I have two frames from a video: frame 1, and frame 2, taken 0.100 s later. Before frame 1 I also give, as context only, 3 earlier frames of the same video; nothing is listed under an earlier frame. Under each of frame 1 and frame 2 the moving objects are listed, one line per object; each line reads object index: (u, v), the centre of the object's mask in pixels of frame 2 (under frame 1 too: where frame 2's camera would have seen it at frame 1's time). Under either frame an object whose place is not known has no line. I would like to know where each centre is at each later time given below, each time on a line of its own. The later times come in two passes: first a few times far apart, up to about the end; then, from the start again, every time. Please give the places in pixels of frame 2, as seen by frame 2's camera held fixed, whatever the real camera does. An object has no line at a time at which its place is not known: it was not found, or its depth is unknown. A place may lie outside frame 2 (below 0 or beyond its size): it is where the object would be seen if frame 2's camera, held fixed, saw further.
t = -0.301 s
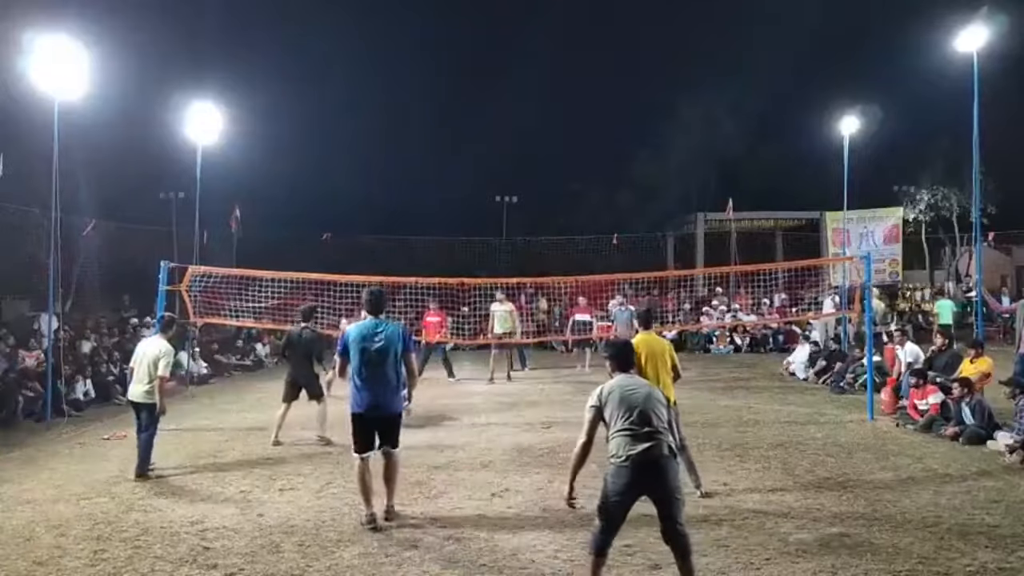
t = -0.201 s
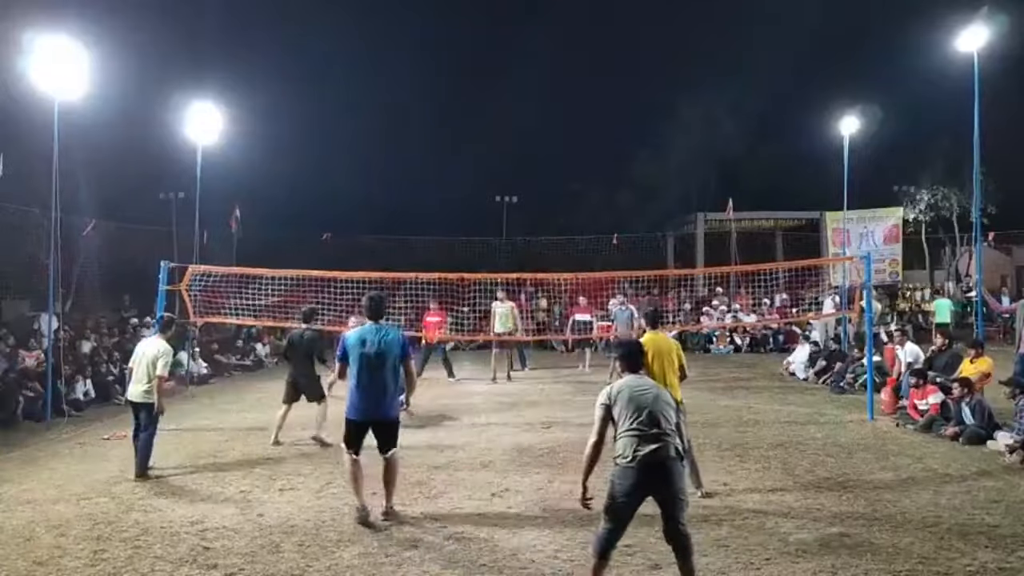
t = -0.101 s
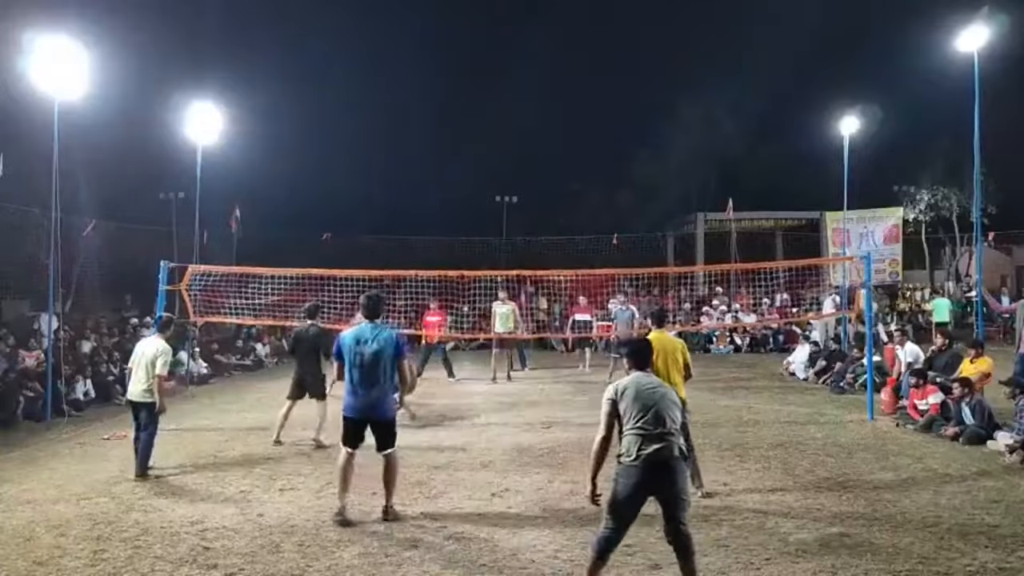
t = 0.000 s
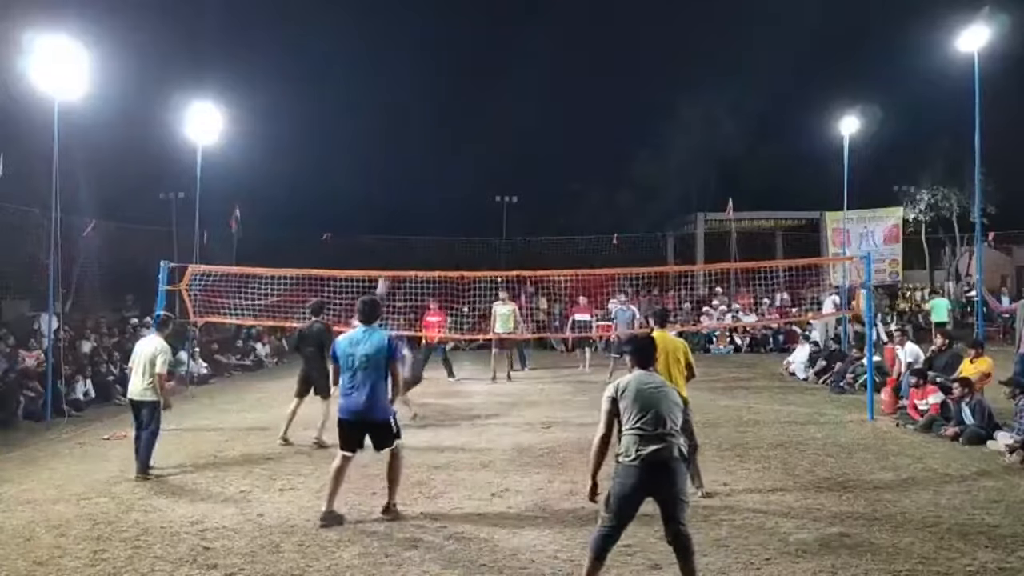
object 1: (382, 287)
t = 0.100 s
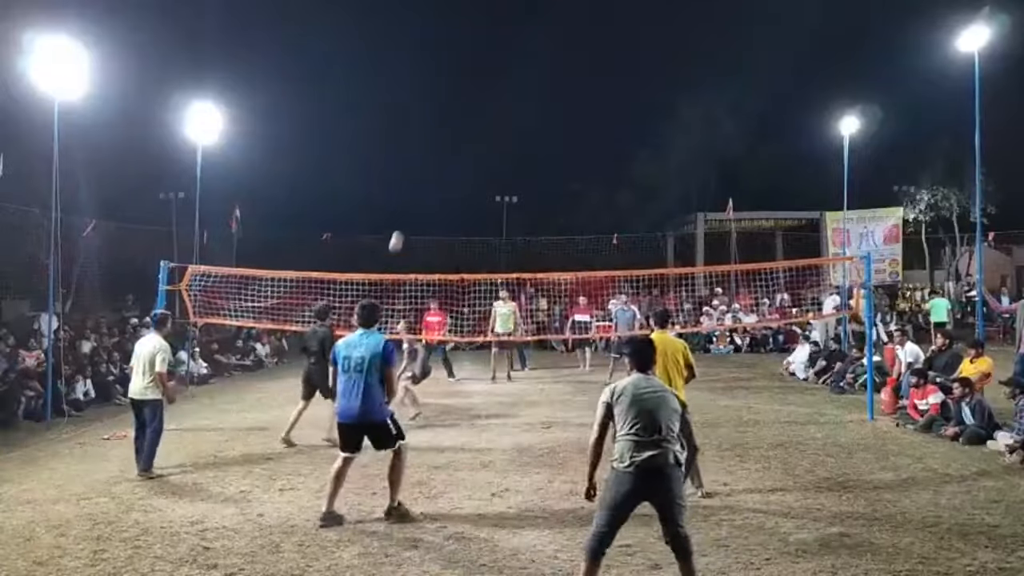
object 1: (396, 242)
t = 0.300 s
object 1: (428, 157)
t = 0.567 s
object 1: (482, 63)
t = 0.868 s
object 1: (568, 7)
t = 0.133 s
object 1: (401, 226)
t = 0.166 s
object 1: (406, 212)
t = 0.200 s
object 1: (411, 198)
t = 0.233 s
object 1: (416, 184)
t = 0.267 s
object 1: (422, 170)
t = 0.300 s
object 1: (428, 157)
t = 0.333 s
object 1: (433, 144)
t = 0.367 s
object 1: (440, 131)
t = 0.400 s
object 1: (446, 118)
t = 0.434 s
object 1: (452, 106)
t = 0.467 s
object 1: (459, 95)
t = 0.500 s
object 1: (467, 83)
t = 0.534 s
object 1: (474, 73)
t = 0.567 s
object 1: (482, 63)
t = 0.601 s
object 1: (490, 53)
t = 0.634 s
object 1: (498, 44)
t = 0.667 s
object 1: (506, 36)
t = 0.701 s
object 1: (515, 28)
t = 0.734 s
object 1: (525, 22)
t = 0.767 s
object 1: (535, 16)
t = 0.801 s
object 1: (545, 11)
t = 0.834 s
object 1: (556, 8)
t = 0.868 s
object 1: (568, 7)
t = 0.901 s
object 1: (580, 6)
